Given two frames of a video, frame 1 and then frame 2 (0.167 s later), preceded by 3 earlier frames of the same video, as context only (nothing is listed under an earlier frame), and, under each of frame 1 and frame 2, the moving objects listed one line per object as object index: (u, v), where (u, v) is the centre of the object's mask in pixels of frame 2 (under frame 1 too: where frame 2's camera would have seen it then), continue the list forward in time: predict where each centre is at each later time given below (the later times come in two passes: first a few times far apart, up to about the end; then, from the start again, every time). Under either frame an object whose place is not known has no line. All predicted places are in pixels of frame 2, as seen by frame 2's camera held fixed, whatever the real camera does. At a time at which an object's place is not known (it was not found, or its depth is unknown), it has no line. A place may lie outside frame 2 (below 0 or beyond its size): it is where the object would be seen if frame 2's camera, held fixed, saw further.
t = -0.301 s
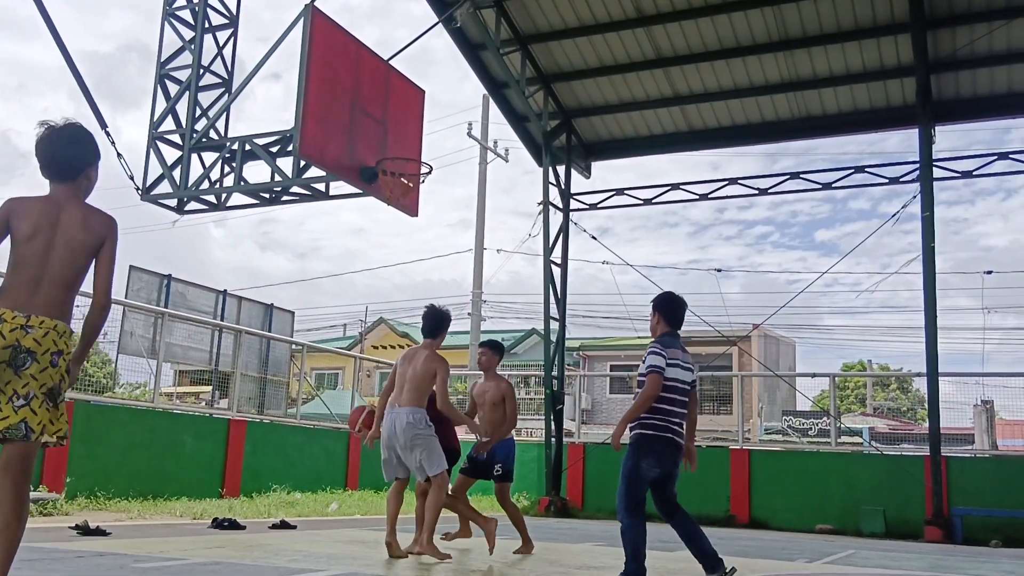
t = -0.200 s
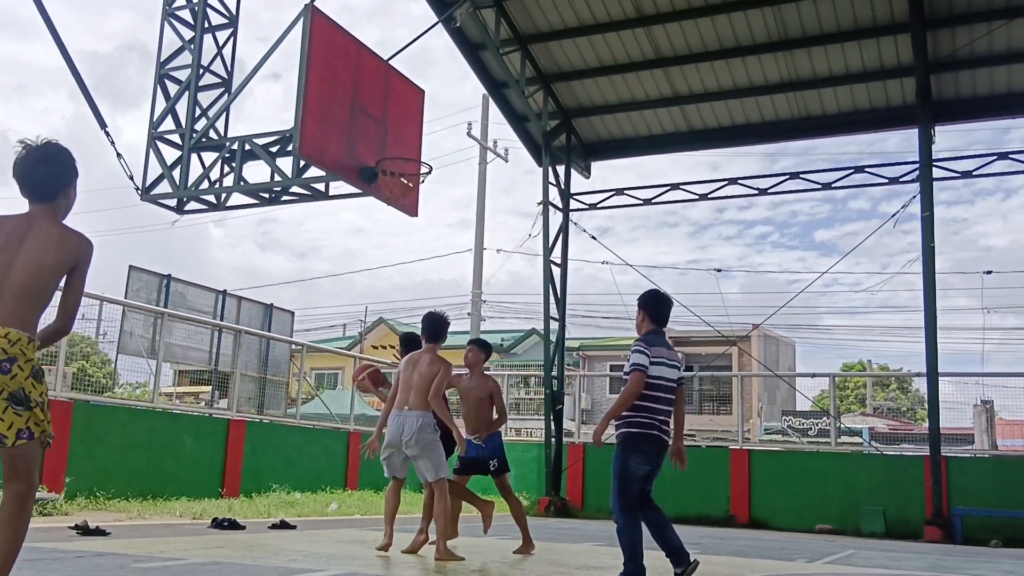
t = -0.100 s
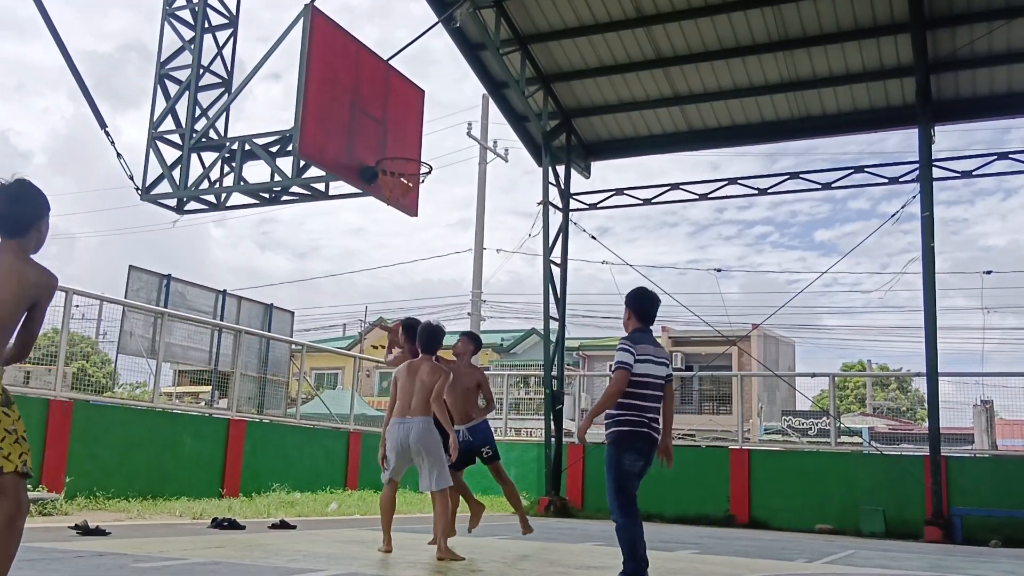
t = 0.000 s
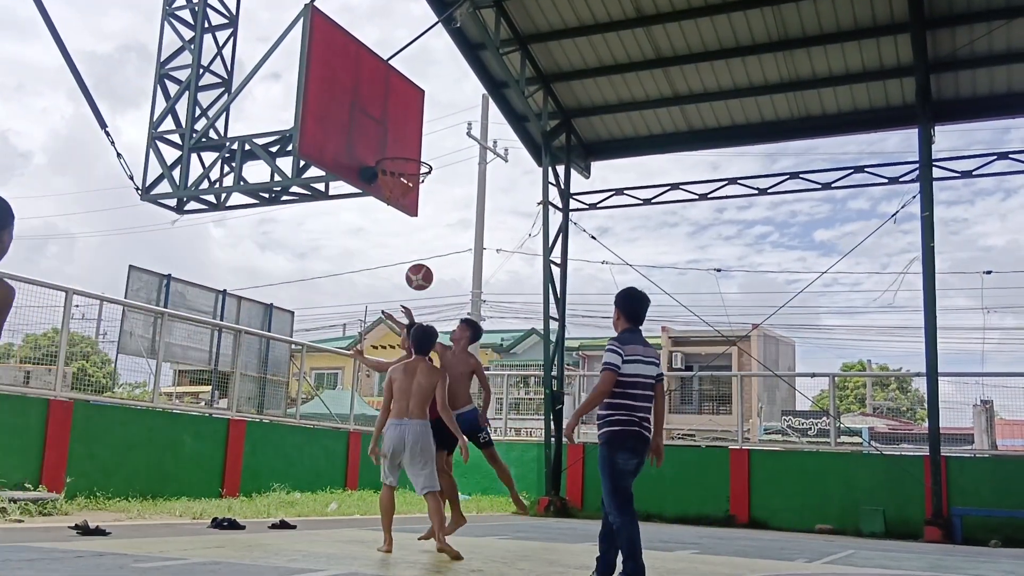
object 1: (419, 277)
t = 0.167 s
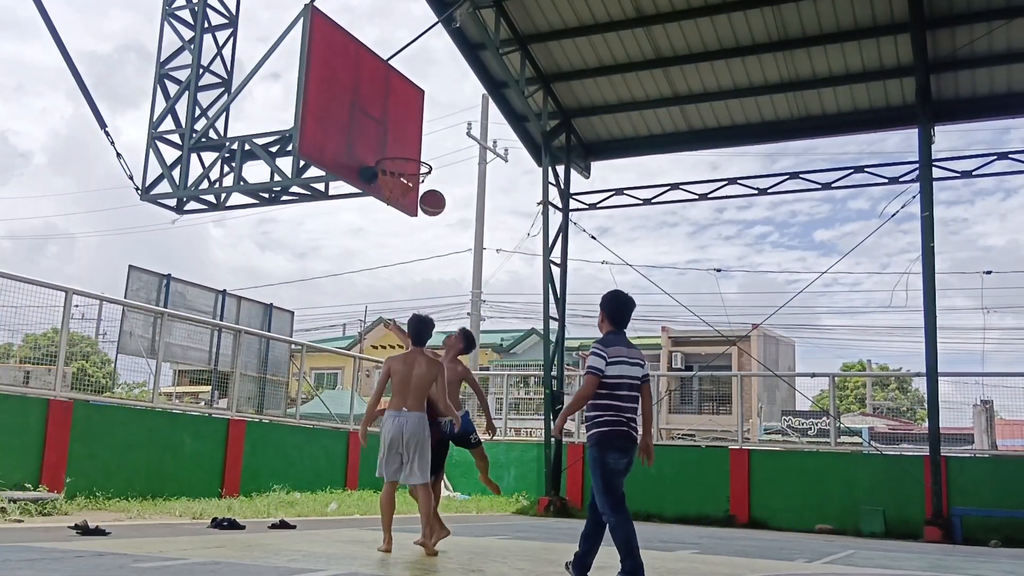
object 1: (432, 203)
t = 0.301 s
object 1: (441, 166)
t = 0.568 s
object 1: (456, 151)
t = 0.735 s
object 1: (462, 178)
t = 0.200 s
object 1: (435, 192)
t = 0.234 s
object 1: (437, 182)
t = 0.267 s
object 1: (439, 173)
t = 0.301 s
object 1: (441, 166)
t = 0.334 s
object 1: (443, 160)
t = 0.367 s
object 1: (445, 155)
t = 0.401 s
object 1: (447, 152)
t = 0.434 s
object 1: (449, 149)
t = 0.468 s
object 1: (451, 148)
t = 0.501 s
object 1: (452, 148)
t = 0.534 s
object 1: (454, 149)
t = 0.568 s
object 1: (456, 151)
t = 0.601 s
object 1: (457, 154)
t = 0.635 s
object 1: (459, 158)
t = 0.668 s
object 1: (460, 164)
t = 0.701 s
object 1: (461, 170)
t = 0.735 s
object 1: (462, 178)
